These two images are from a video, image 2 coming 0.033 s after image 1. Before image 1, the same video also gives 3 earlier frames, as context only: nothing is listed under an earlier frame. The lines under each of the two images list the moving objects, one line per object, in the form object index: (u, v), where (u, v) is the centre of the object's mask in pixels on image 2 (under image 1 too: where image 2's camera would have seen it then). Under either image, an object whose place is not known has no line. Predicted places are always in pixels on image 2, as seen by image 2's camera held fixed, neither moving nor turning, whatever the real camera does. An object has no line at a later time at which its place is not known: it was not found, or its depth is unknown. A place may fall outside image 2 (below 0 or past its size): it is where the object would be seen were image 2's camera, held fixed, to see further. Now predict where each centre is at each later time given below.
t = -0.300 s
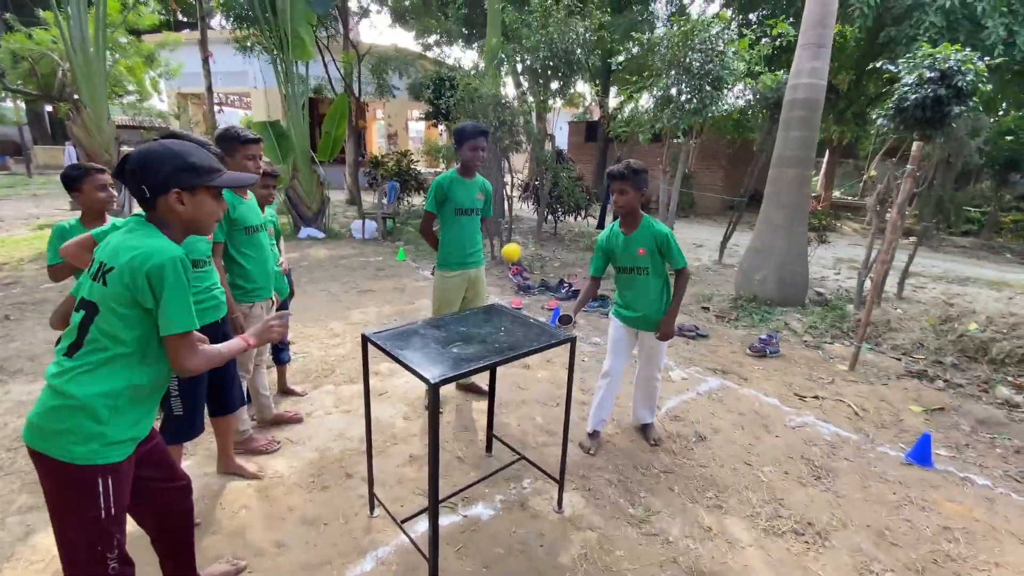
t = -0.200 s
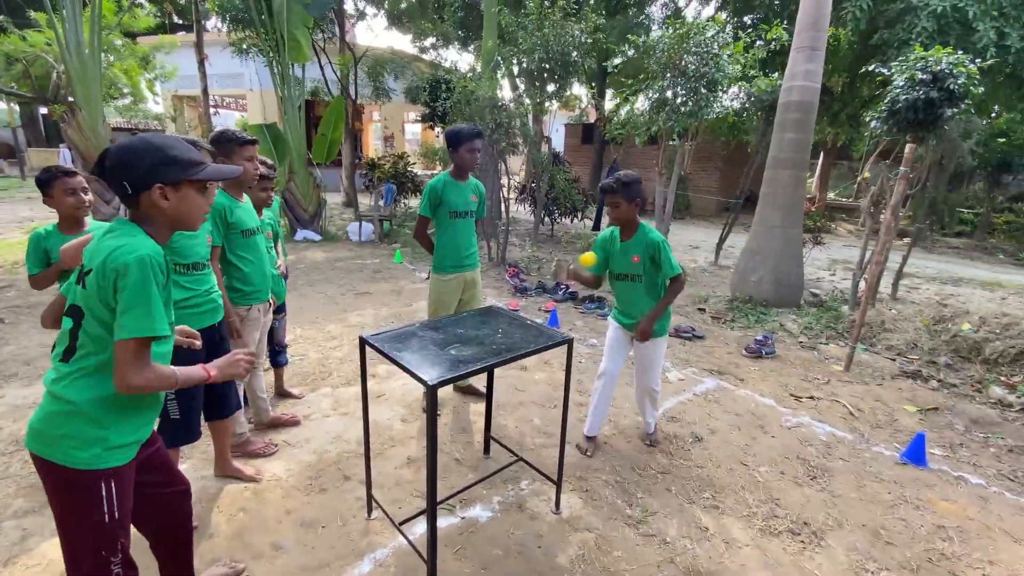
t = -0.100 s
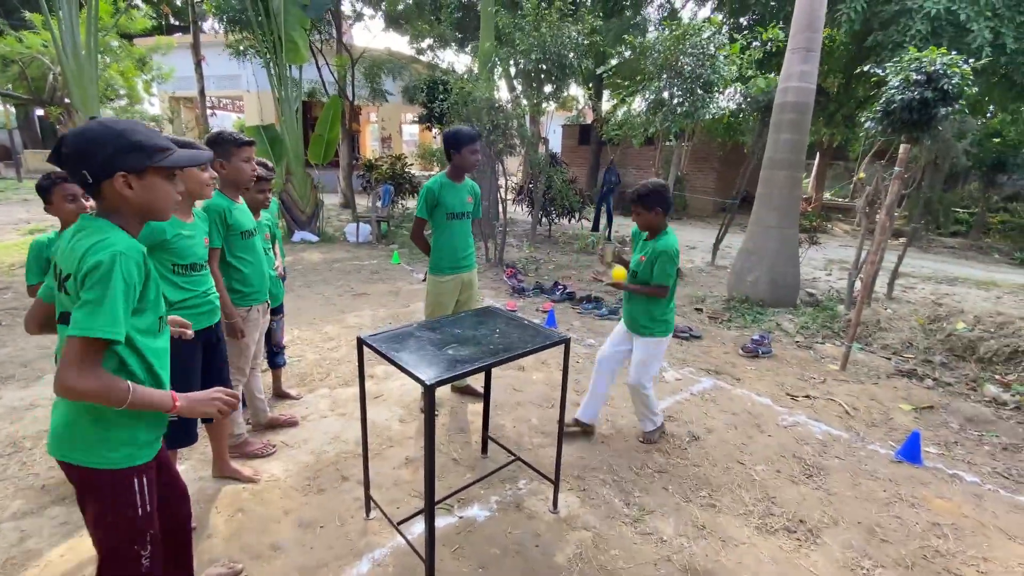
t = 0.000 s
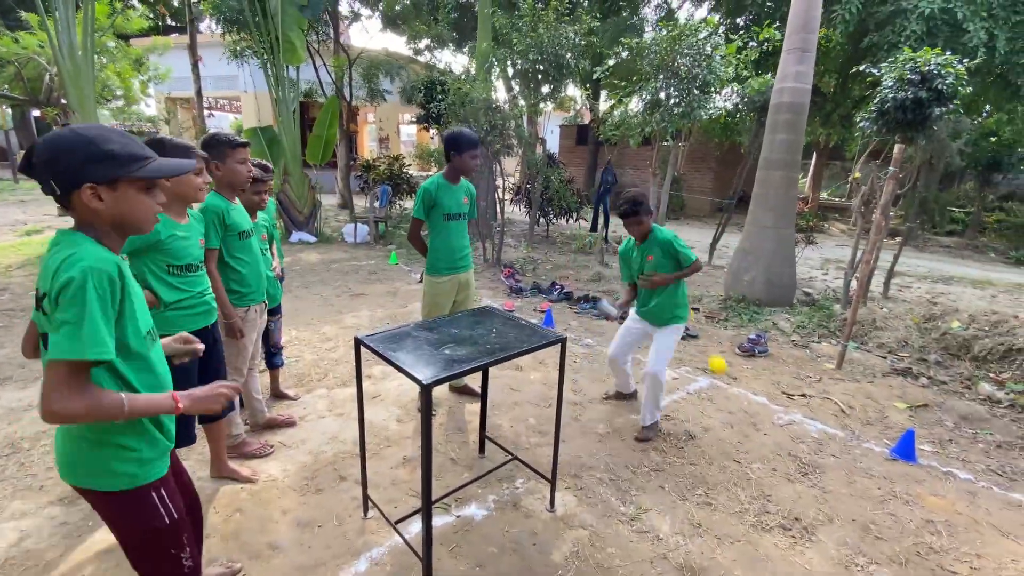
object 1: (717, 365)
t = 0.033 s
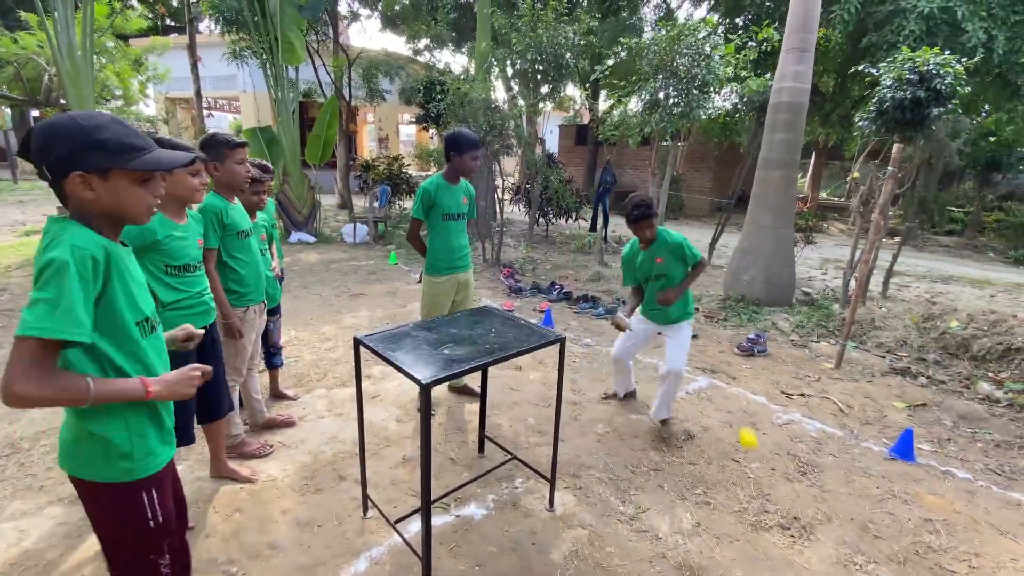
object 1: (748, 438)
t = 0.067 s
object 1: (779, 504)
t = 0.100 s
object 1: (827, 477)
